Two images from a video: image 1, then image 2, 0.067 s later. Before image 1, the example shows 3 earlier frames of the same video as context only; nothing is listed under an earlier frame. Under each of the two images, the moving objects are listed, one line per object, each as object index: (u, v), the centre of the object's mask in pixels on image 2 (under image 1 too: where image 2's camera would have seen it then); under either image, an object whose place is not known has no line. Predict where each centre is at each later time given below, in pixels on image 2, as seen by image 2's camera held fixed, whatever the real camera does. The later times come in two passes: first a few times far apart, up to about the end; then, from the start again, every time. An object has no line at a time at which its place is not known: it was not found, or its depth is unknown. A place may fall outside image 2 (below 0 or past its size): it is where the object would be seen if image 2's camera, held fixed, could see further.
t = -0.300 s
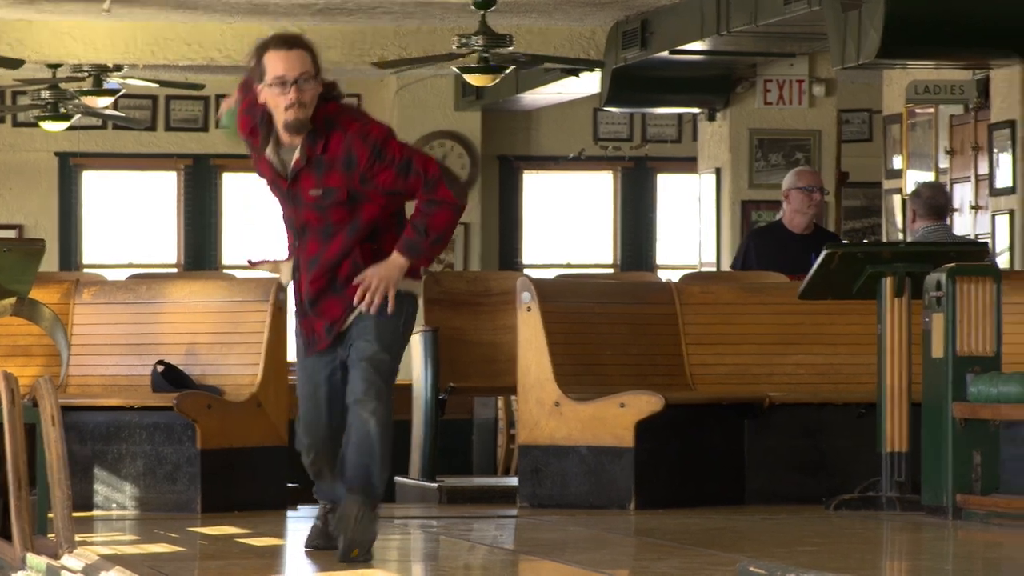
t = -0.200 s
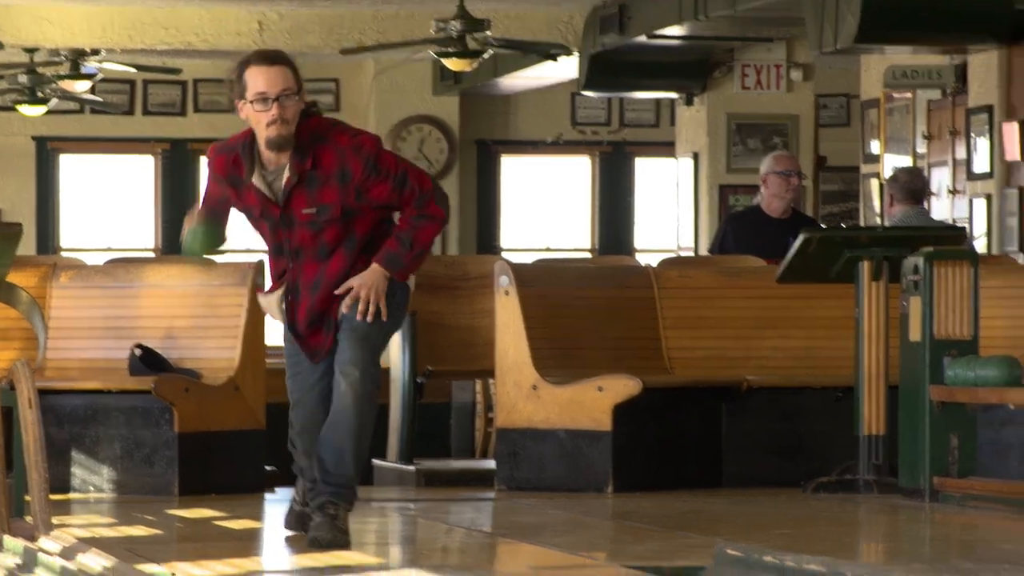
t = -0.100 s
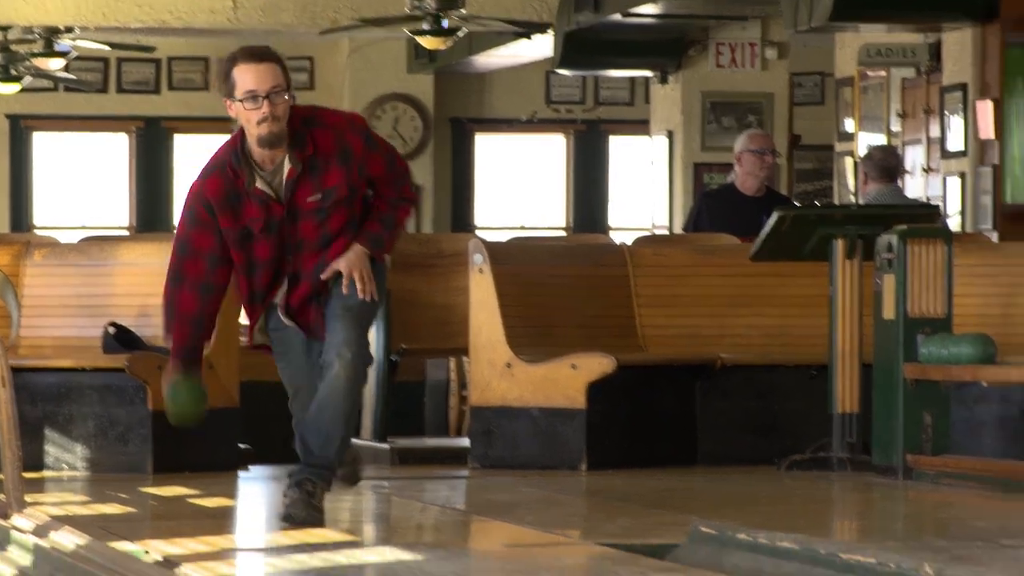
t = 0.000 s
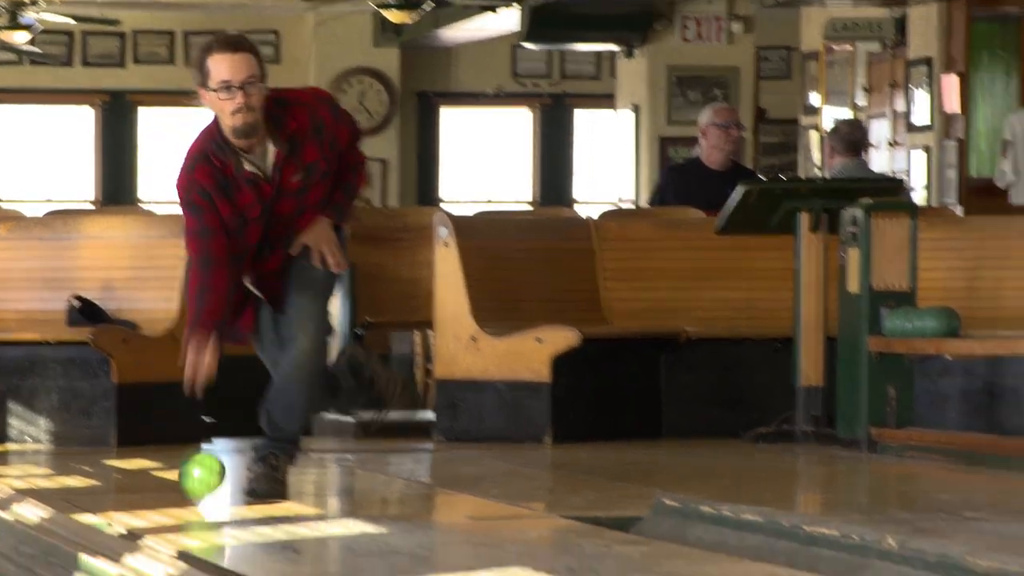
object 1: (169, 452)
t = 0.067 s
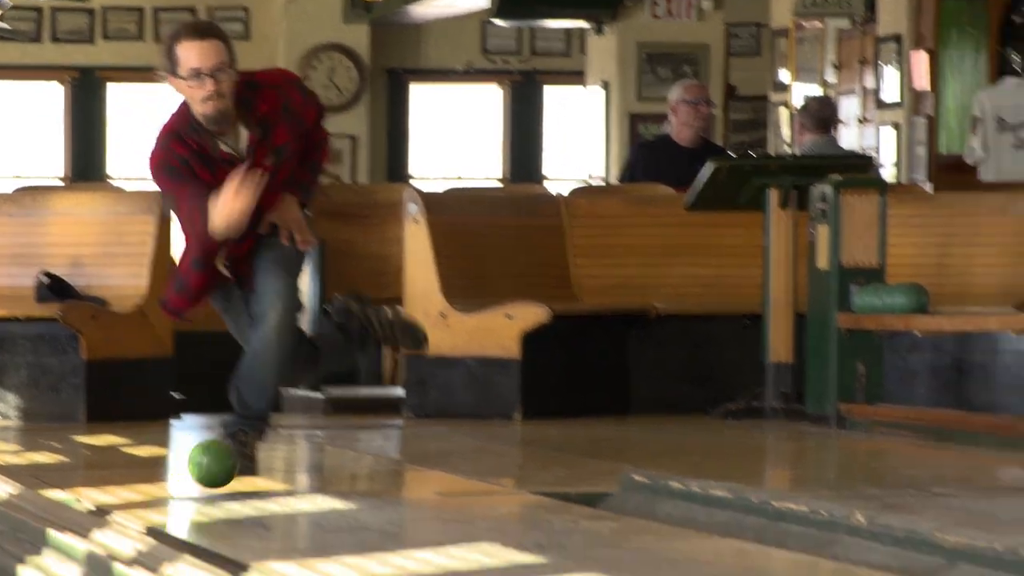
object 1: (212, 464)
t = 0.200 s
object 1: (311, 492)
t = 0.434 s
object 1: (531, 539)
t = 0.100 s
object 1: (235, 471)
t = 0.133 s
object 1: (258, 481)
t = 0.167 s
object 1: (284, 486)
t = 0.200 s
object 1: (311, 492)
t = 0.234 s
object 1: (338, 498)
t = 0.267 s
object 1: (366, 503)
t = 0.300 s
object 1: (396, 510)
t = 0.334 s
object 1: (426, 514)
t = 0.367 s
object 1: (458, 522)
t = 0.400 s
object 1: (493, 530)
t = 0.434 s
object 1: (531, 539)
